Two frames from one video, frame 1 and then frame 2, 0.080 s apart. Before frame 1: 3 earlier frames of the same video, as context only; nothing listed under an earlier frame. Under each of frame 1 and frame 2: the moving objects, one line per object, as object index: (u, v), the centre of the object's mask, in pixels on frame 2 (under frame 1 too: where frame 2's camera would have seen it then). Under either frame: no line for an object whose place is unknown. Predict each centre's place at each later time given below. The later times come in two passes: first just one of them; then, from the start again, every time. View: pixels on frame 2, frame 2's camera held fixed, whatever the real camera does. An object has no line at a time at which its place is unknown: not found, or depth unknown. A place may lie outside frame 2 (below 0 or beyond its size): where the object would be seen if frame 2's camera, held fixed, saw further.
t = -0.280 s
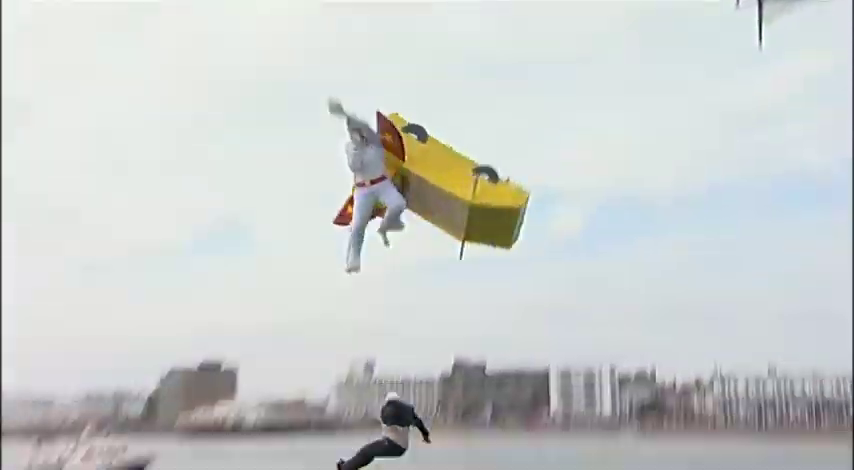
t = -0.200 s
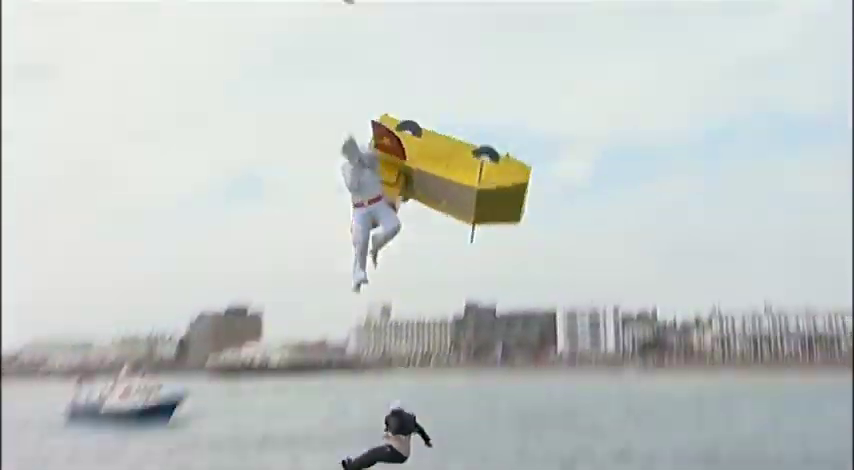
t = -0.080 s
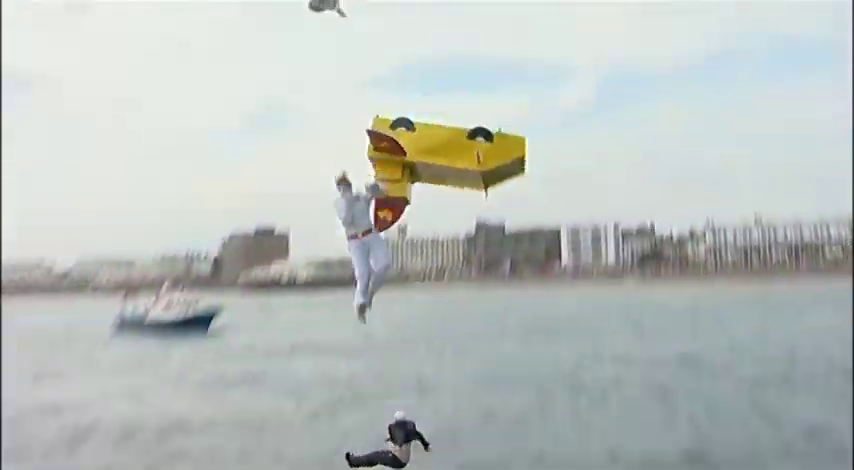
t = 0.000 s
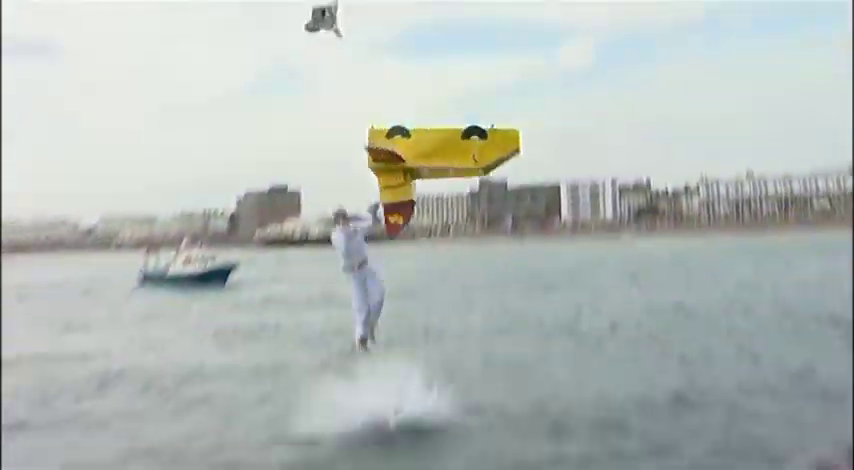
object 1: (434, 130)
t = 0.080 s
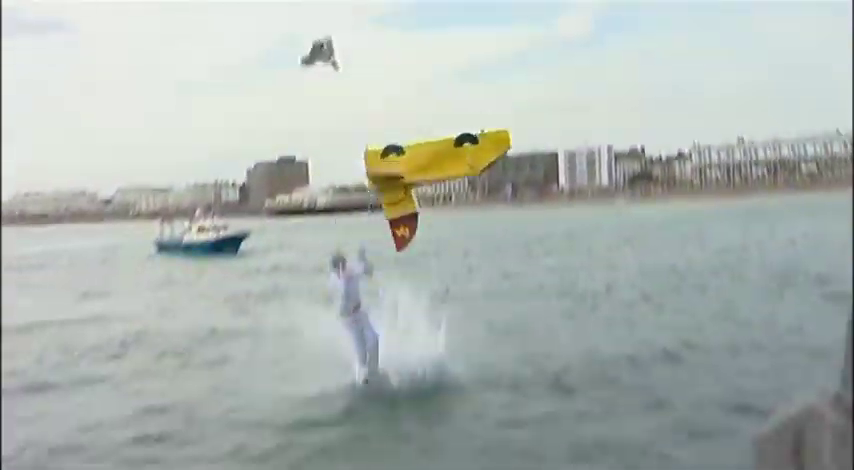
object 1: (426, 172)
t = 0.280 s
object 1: (410, 276)
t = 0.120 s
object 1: (424, 192)
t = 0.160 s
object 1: (420, 214)
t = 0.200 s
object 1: (416, 235)
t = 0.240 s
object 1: (414, 256)
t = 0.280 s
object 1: (410, 276)
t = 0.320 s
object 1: (407, 295)
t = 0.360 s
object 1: (403, 313)
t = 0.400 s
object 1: (399, 334)
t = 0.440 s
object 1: (393, 357)
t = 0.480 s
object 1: (388, 376)
